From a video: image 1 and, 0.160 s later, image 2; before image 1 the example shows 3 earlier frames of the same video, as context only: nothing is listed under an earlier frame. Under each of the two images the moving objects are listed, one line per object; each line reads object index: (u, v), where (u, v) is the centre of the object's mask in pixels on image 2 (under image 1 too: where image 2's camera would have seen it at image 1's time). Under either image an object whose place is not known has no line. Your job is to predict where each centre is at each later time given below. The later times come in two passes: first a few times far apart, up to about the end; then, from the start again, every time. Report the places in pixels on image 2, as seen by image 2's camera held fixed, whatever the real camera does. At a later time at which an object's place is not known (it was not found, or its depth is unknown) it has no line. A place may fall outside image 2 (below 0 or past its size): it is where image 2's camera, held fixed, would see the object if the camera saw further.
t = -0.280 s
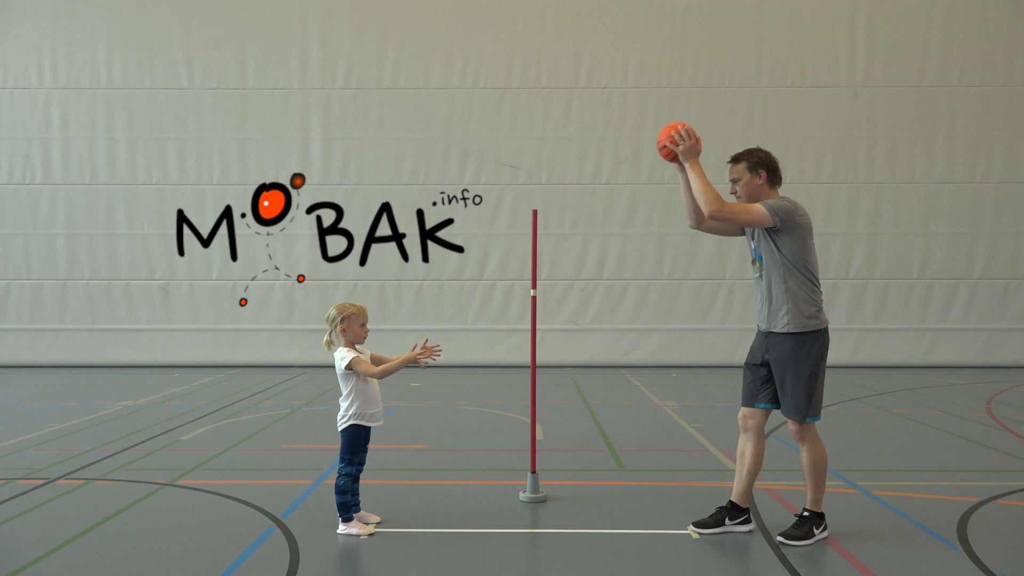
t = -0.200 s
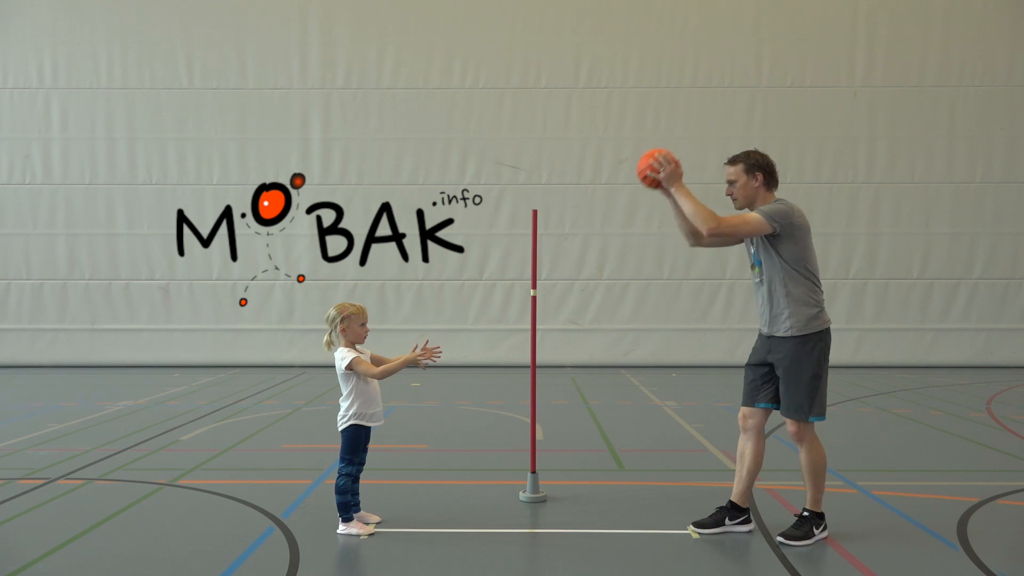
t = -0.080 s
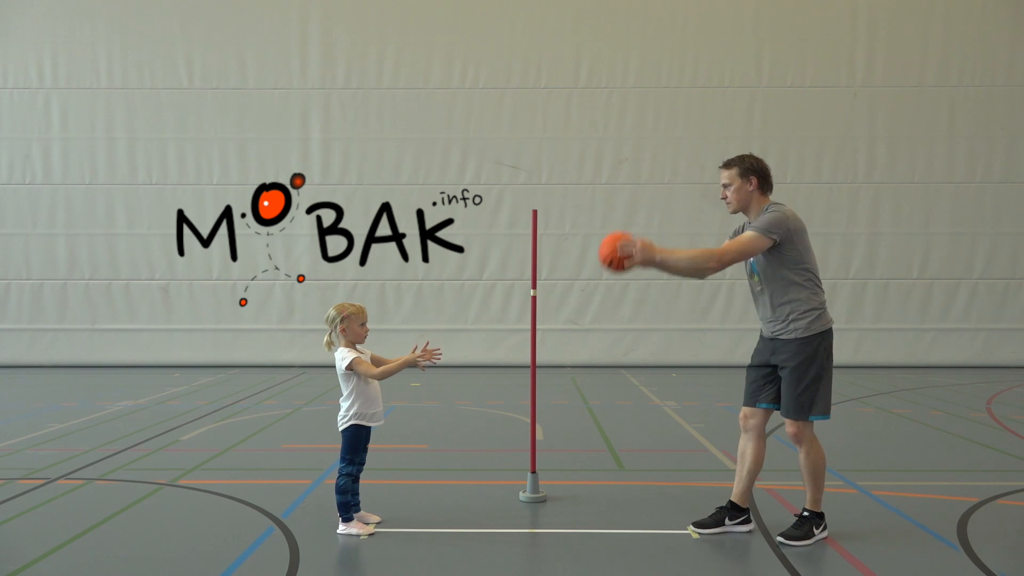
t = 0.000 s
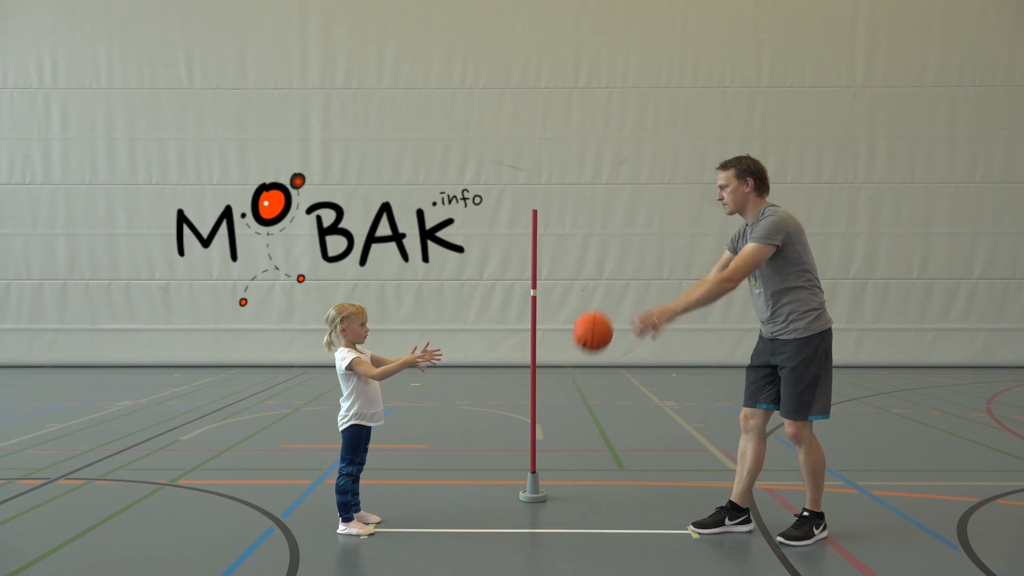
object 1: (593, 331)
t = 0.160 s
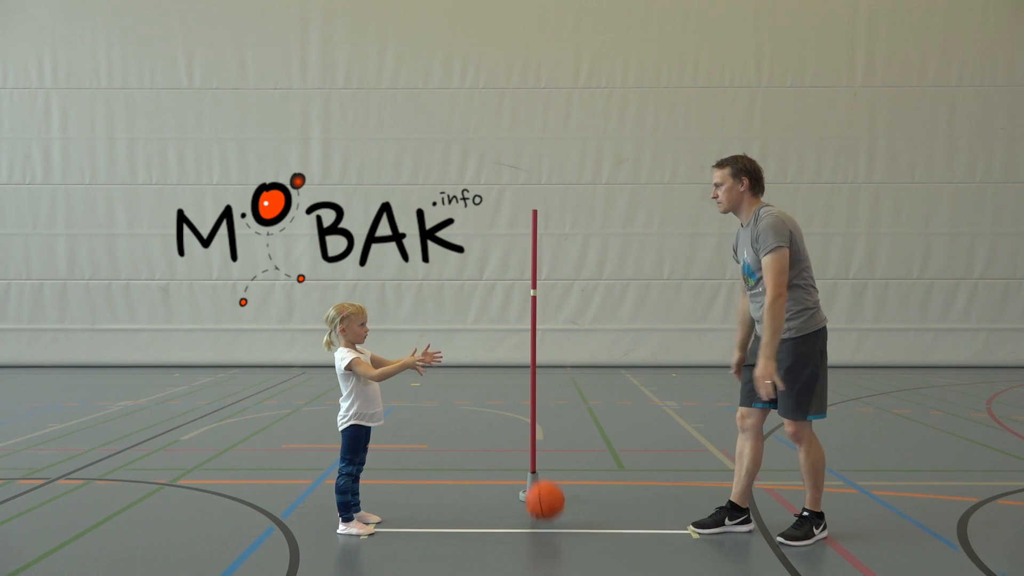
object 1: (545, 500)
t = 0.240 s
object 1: (532, 417)
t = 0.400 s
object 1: (507, 290)
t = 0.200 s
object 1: (538, 457)
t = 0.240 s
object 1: (532, 417)
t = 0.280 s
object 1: (526, 381)
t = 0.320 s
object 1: (520, 348)
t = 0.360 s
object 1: (513, 317)
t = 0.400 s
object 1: (507, 290)
